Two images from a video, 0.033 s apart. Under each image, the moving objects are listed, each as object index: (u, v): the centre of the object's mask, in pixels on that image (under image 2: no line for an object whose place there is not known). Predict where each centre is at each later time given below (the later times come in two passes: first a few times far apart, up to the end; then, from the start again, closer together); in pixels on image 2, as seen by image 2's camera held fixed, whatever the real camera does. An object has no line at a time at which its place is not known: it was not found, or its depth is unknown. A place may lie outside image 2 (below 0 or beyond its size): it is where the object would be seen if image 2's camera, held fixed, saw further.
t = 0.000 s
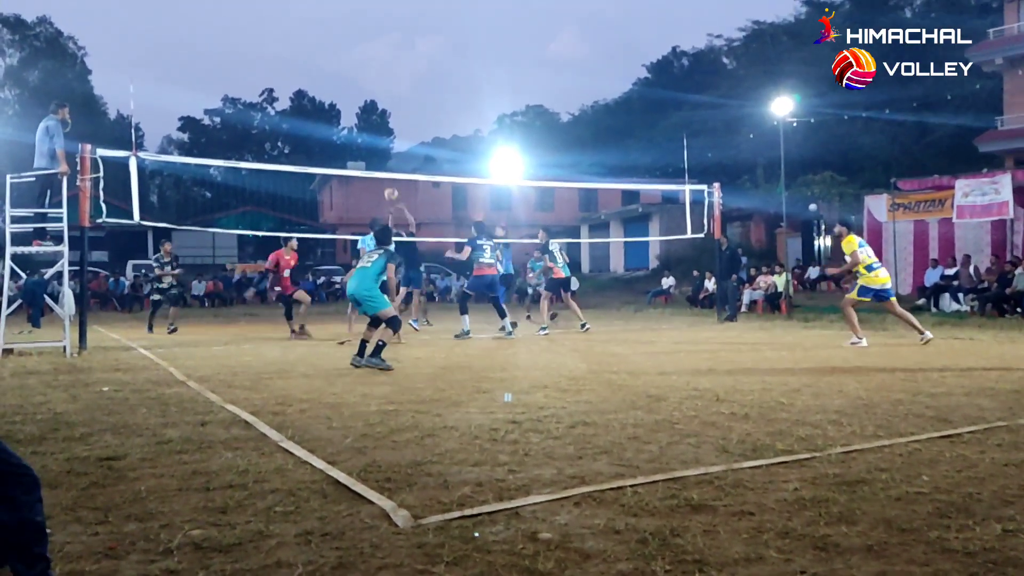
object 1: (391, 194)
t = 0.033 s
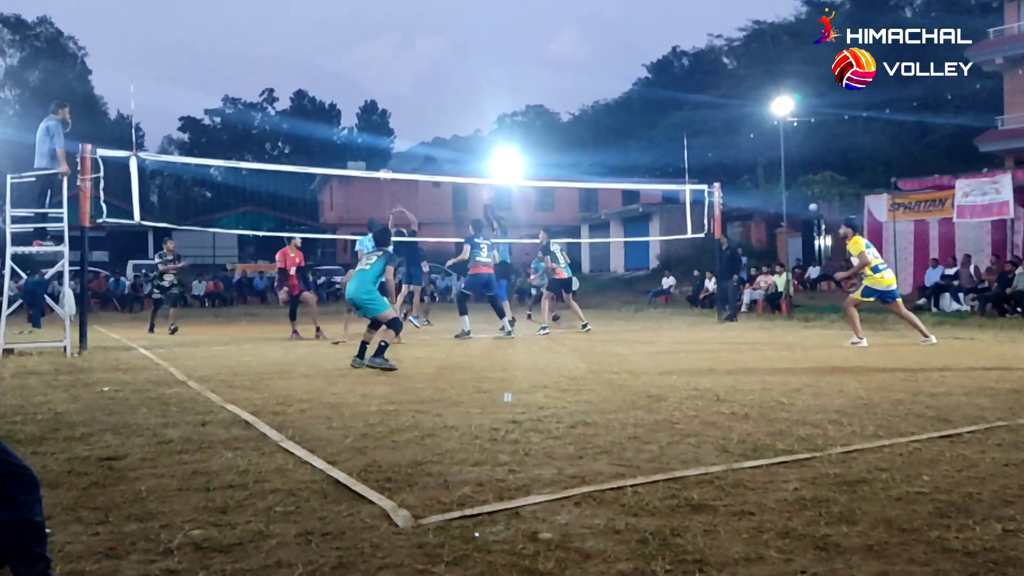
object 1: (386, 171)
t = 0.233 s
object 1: (364, 109)
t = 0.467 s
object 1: (339, 66)
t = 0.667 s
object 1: (316, 50)
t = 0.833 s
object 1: (295, 58)
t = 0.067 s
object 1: (384, 167)
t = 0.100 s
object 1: (378, 151)
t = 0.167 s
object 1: (371, 129)
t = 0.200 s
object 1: (369, 124)
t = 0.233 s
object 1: (364, 109)
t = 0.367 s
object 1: (349, 80)
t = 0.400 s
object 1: (347, 76)
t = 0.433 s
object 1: (341, 68)
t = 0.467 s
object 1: (339, 66)
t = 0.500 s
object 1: (333, 60)
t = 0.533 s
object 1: (331, 58)
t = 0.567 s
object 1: (326, 54)
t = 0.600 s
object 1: (324, 53)
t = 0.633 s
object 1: (318, 51)
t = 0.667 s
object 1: (316, 50)
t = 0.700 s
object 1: (310, 50)
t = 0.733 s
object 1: (308, 51)
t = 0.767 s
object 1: (303, 53)
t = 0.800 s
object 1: (301, 54)
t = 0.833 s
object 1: (295, 58)
